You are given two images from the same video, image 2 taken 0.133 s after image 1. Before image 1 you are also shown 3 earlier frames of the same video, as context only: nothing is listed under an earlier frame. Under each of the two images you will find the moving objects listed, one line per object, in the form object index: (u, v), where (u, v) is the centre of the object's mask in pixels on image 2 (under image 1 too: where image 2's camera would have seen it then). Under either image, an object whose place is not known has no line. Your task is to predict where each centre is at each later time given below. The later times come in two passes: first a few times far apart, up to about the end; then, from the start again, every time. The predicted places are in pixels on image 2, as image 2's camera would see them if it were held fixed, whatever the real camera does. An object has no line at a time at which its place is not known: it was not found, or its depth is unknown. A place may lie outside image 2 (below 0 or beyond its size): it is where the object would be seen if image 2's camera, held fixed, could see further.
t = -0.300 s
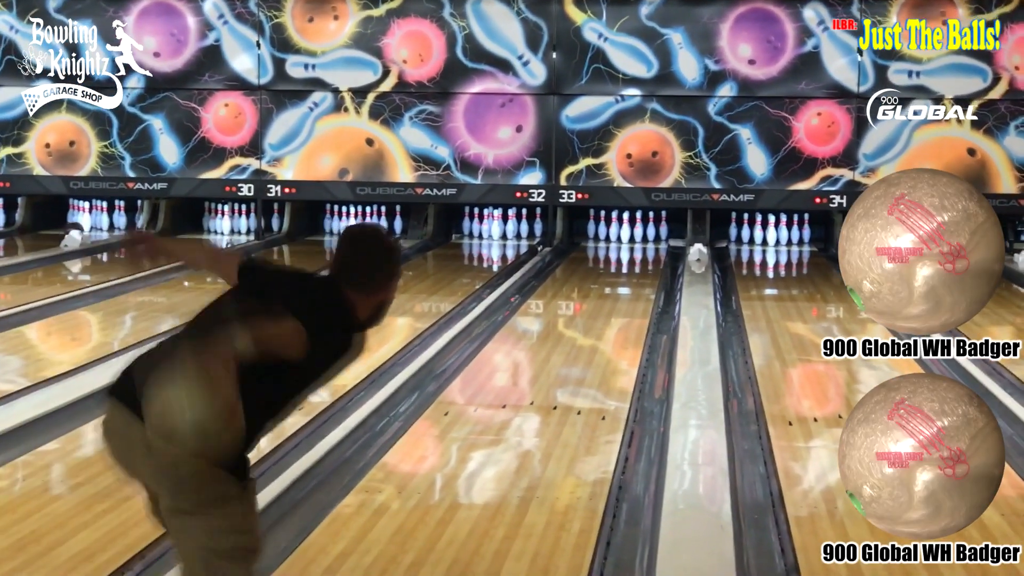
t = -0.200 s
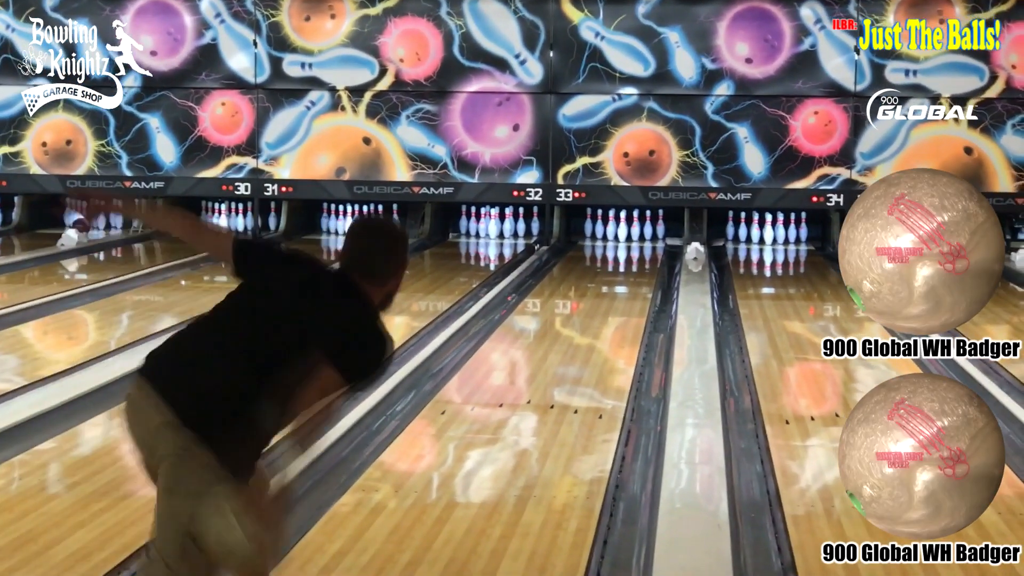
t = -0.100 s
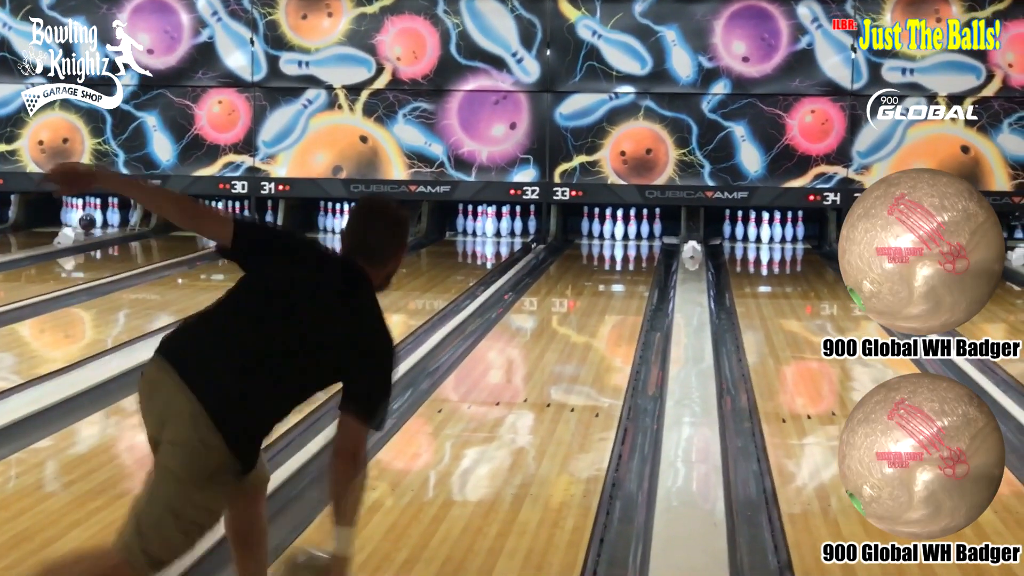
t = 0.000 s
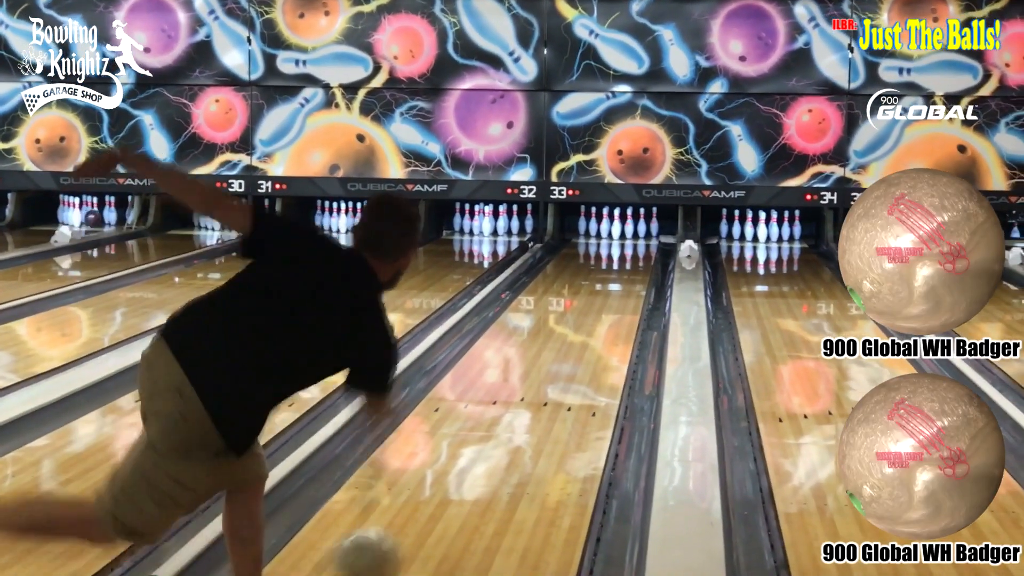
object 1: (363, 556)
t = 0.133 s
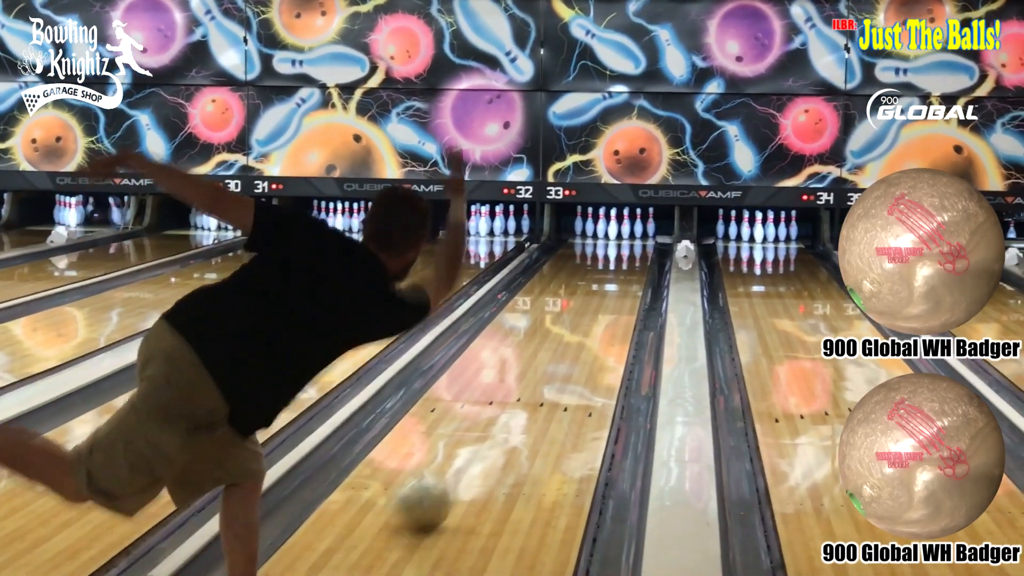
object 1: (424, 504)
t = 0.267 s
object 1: (470, 455)
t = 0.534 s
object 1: (532, 390)
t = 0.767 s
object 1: (568, 352)
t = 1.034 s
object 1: (598, 317)
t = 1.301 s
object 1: (618, 293)
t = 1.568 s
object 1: (632, 275)
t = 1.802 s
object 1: (638, 262)
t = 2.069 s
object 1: (636, 249)
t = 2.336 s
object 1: (626, 240)
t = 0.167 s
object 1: (437, 491)
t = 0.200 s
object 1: (449, 479)
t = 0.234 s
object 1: (460, 466)
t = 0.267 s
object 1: (470, 455)
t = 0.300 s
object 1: (480, 447)
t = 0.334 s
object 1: (489, 437)
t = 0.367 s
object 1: (498, 427)
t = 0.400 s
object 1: (505, 418)
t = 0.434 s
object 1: (511, 411)
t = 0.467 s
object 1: (521, 402)
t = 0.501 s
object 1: (526, 396)
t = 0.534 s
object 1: (532, 390)
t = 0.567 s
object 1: (537, 383)
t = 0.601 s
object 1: (543, 378)
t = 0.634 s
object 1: (549, 372)
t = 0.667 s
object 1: (555, 367)
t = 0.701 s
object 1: (560, 362)
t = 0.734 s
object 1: (565, 356)
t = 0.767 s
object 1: (568, 352)
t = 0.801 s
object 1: (573, 347)
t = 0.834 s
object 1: (577, 342)
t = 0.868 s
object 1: (580, 337)
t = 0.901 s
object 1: (584, 333)
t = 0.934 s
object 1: (588, 329)
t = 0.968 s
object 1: (591, 326)
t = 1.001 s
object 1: (595, 321)
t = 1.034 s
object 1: (598, 317)
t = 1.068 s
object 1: (601, 313)
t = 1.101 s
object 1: (604, 310)
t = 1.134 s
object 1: (607, 307)
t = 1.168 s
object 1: (609, 304)
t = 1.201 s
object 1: (612, 301)
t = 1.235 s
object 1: (614, 298)
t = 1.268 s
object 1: (616, 296)
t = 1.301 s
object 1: (618, 293)
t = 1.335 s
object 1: (620, 290)
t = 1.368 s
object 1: (623, 288)
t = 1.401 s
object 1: (624, 286)
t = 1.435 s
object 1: (626, 284)
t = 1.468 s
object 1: (627, 281)
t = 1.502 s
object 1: (629, 278)
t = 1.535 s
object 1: (631, 276)
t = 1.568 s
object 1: (632, 275)
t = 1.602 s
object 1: (633, 273)
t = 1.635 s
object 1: (634, 271)
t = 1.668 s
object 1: (635, 269)
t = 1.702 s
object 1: (636, 267)
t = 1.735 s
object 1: (636, 265)
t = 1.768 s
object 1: (637, 264)
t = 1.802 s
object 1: (638, 262)
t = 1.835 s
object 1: (638, 260)
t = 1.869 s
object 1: (638, 259)
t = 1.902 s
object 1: (638, 257)
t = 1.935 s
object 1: (638, 255)
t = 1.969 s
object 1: (638, 254)
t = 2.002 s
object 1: (638, 253)
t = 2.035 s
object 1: (637, 251)
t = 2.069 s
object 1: (636, 249)
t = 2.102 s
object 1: (636, 248)
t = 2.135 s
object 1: (635, 247)
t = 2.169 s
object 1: (634, 246)
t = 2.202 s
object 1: (633, 245)
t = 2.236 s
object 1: (632, 243)
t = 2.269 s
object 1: (629, 242)
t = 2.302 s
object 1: (628, 241)
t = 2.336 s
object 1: (626, 240)
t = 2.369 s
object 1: (625, 239)
